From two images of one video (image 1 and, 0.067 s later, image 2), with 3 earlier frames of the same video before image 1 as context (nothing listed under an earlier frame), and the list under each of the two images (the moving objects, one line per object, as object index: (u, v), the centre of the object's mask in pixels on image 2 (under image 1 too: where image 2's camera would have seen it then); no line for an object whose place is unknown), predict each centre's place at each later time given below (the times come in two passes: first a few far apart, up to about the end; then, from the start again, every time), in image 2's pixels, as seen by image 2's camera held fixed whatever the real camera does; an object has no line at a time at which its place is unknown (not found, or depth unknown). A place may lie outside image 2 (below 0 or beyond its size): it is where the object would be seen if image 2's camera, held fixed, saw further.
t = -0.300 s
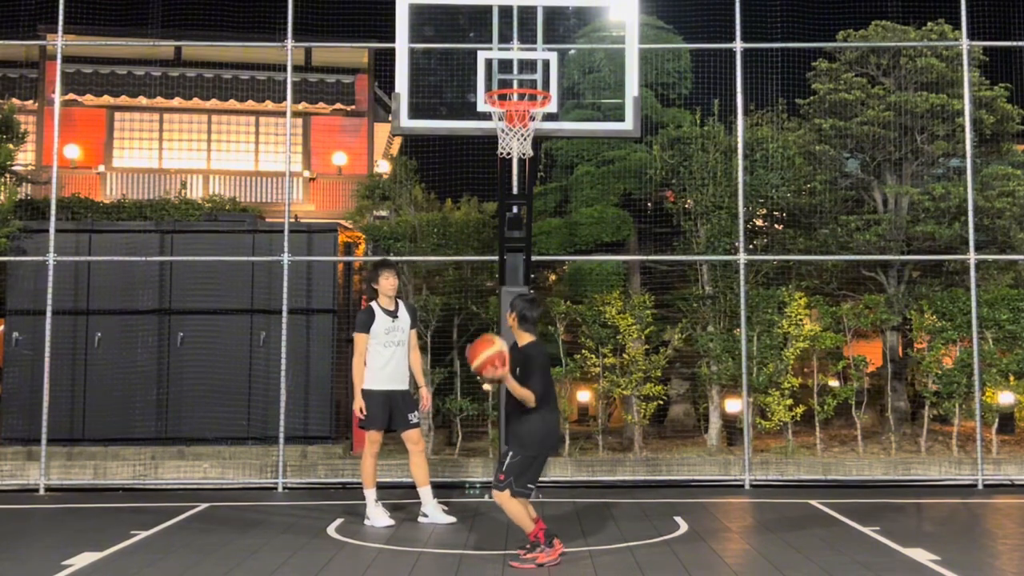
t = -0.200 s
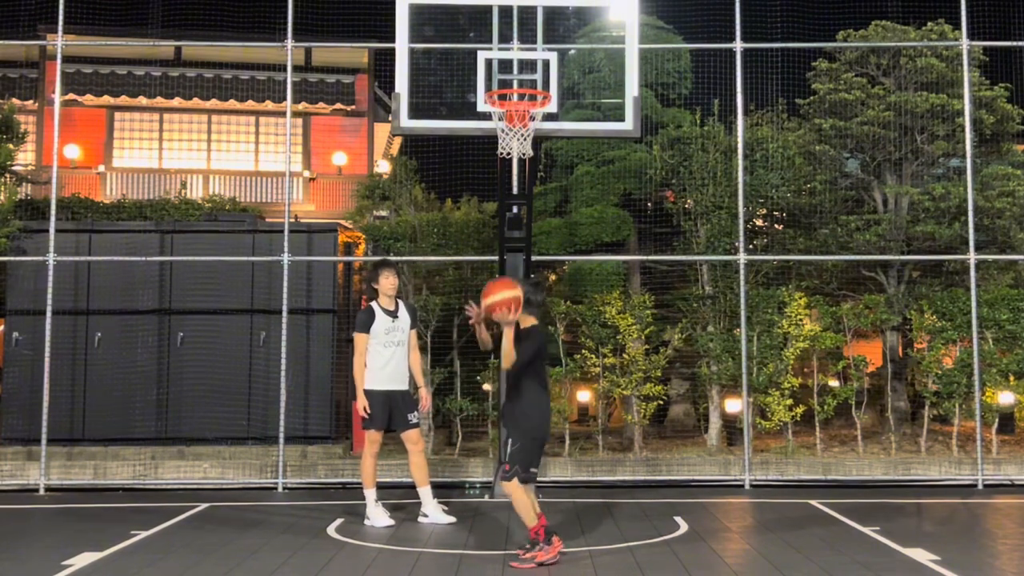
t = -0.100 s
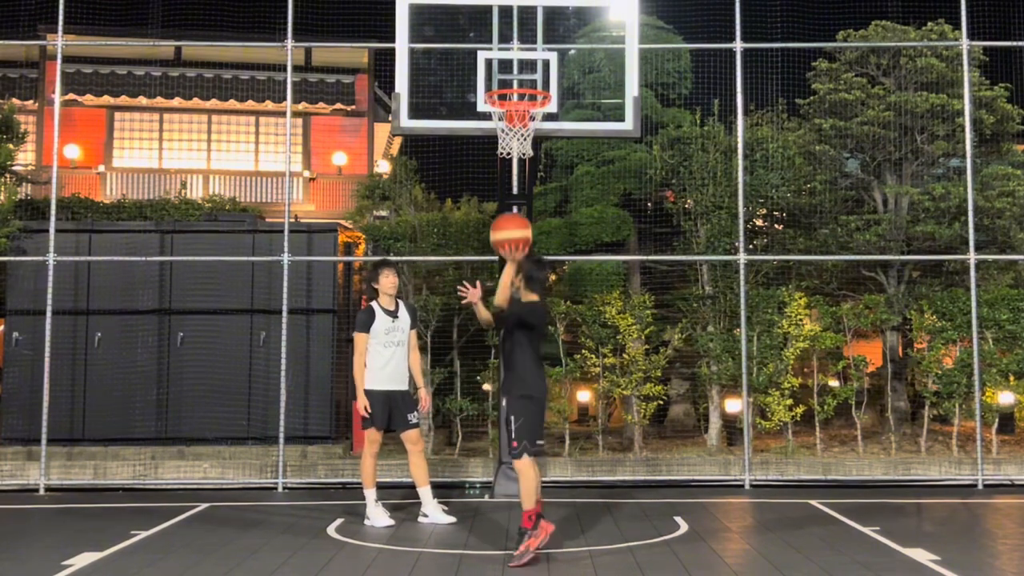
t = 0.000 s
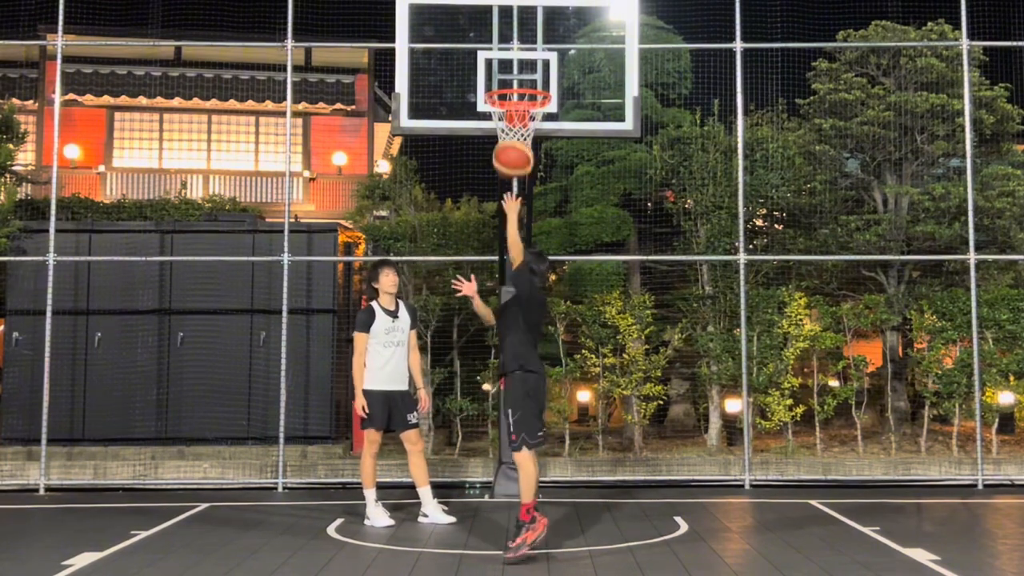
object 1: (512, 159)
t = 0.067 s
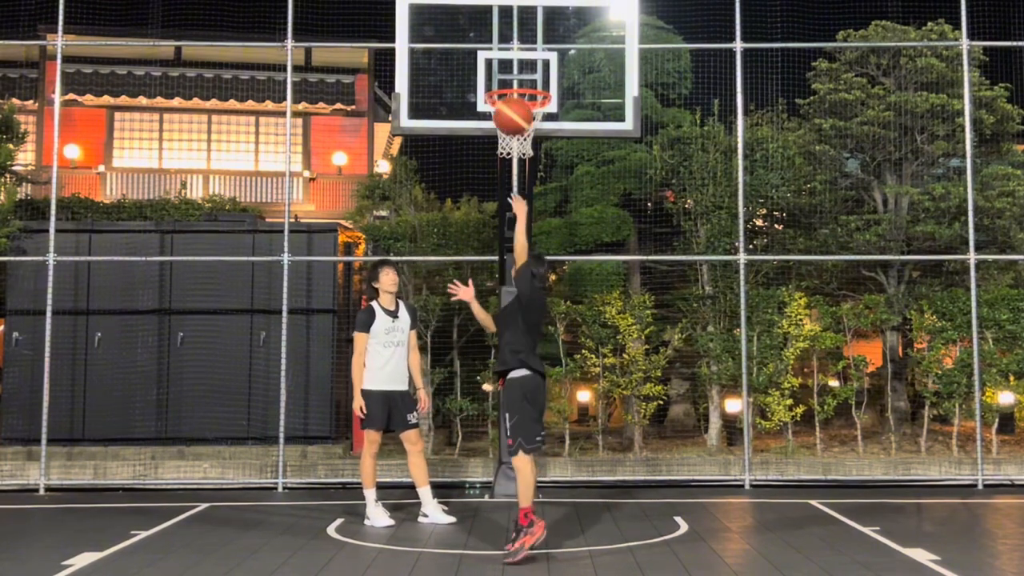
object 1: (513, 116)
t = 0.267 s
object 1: (513, 38)
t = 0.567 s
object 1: (512, 41)
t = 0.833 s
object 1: (514, 137)
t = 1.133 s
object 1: (515, 227)
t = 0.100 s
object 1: (513, 97)
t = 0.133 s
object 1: (513, 82)
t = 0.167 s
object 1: (513, 69)
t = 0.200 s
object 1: (513, 57)
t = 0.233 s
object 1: (513, 46)
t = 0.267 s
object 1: (513, 38)
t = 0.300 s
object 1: (513, 32)
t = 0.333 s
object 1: (513, 28)
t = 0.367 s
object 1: (513, 24)
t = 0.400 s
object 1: (513, 24)
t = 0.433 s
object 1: (513, 24)
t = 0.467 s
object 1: (513, 26)
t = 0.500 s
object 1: (513, 30)
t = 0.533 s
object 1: (513, 35)
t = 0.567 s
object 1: (512, 41)
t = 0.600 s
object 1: (512, 49)
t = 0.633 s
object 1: (512, 59)
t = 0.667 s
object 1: (512, 69)
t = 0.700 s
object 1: (512, 78)
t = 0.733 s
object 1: (514, 88)
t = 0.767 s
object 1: (512, 107)
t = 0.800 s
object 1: (514, 120)
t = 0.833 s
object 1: (514, 137)
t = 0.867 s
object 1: (511, 141)
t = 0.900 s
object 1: (513, 146)
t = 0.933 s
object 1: (513, 153)
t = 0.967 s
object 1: (514, 162)
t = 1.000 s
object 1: (514, 172)
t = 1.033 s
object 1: (515, 183)
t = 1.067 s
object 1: (515, 197)
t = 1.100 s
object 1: (515, 210)
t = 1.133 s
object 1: (515, 227)
